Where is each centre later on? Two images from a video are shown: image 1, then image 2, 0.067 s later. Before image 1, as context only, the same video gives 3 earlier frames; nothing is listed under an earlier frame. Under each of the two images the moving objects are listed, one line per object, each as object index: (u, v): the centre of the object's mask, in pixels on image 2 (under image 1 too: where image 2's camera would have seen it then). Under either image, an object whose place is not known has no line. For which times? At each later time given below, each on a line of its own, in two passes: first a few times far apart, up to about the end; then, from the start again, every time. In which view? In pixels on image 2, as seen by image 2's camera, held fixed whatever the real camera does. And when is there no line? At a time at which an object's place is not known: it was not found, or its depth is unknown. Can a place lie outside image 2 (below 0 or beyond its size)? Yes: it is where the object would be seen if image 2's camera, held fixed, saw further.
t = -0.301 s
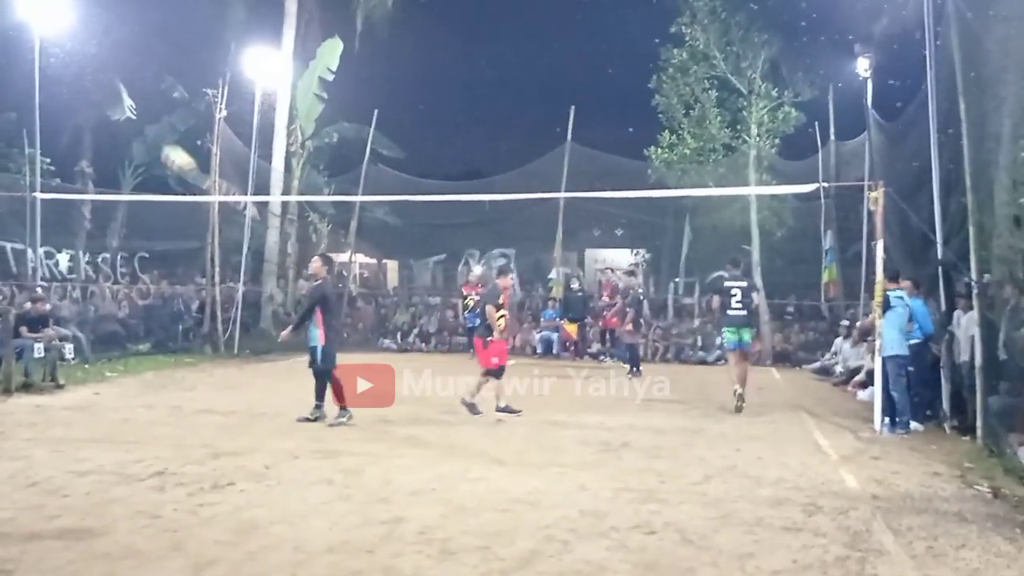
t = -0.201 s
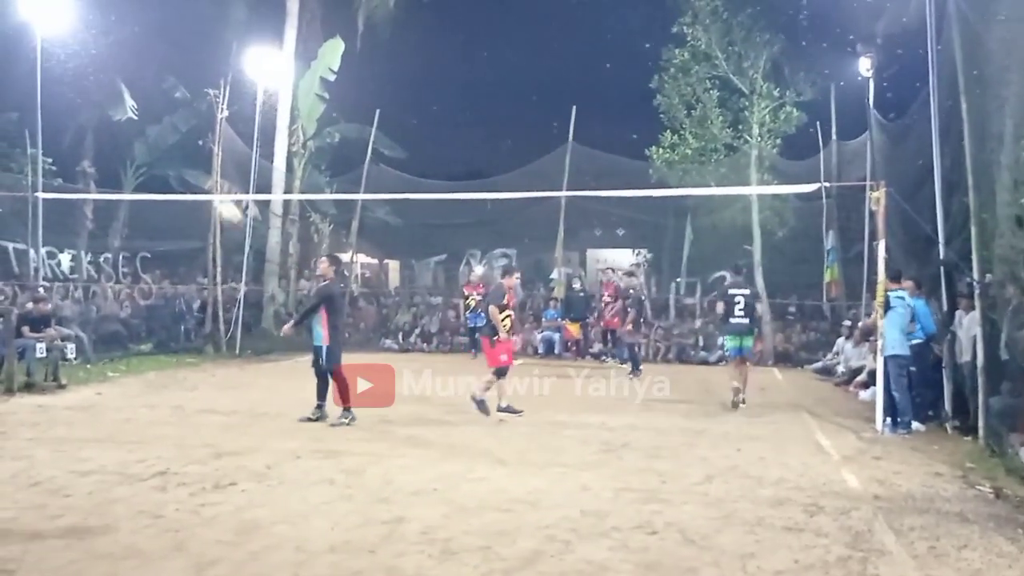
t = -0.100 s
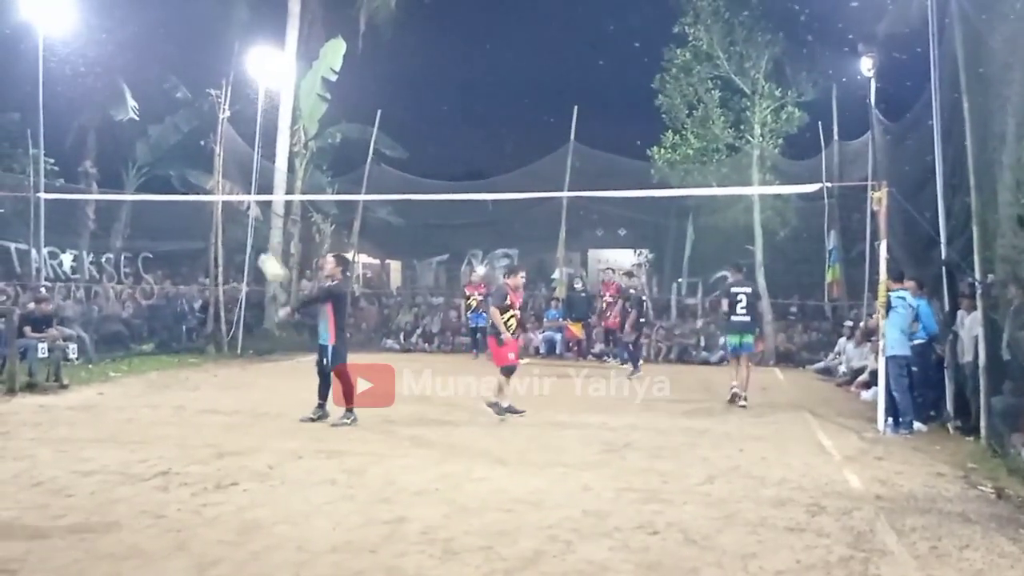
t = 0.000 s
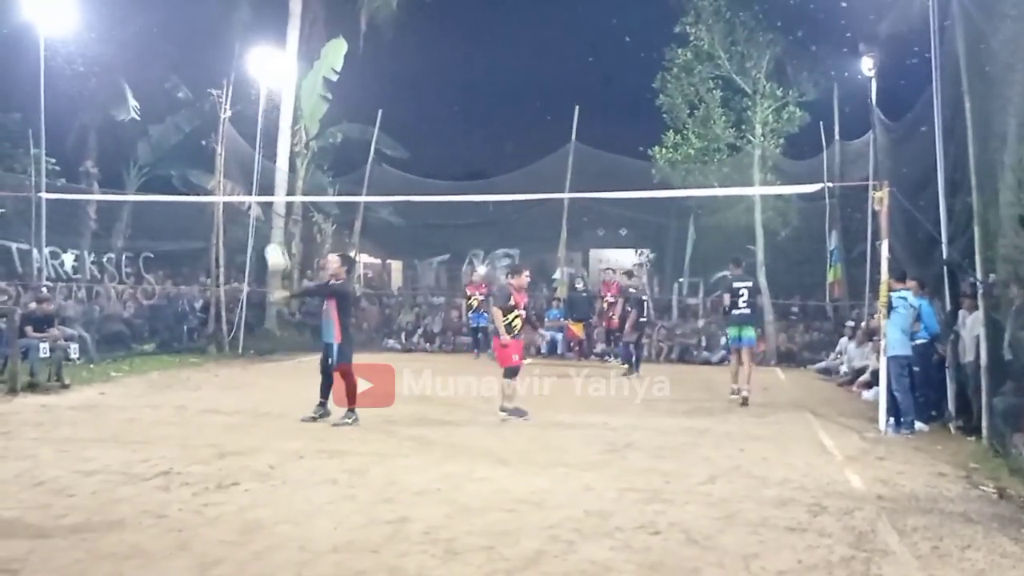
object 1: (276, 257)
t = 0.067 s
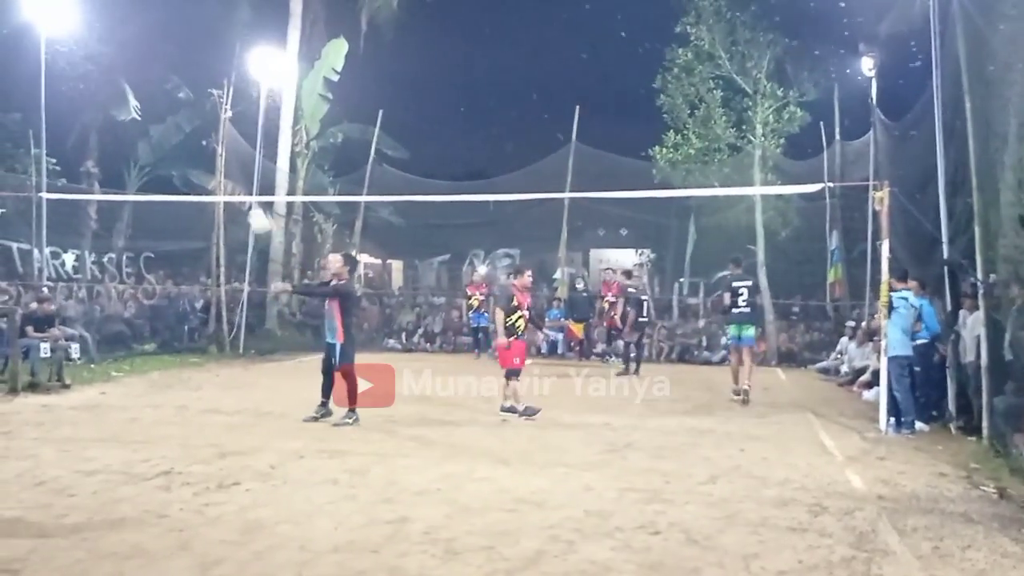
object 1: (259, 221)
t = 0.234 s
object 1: (223, 155)
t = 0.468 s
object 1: (159, 101)
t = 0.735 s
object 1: (76, 113)
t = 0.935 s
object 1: (4, 189)
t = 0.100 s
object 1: (255, 211)
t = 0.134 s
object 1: (245, 192)
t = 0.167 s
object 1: (238, 179)
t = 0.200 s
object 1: (230, 165)
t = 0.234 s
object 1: (223, 155)
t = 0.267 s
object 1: (214, 144)
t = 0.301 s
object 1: (205, 134)
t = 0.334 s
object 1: (197, 126)
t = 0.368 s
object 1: (188, 117)
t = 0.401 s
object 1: (178, 110)
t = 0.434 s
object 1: (169, 105)
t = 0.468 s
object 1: (159, 101)
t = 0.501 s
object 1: (150, 98)
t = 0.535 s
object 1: (141, 96)
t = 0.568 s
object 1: (130, 97)
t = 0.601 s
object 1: (118, 95)
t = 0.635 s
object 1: (110, 98)
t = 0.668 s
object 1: (98, 102)
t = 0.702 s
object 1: (87, 107)
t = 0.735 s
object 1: (76, 113)
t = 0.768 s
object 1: (65, 121)
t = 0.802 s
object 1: (53, 130)
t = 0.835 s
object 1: (41, 144)
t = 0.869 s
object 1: (28, 157)
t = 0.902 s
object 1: (18, 169)
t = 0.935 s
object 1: (4, 189)
